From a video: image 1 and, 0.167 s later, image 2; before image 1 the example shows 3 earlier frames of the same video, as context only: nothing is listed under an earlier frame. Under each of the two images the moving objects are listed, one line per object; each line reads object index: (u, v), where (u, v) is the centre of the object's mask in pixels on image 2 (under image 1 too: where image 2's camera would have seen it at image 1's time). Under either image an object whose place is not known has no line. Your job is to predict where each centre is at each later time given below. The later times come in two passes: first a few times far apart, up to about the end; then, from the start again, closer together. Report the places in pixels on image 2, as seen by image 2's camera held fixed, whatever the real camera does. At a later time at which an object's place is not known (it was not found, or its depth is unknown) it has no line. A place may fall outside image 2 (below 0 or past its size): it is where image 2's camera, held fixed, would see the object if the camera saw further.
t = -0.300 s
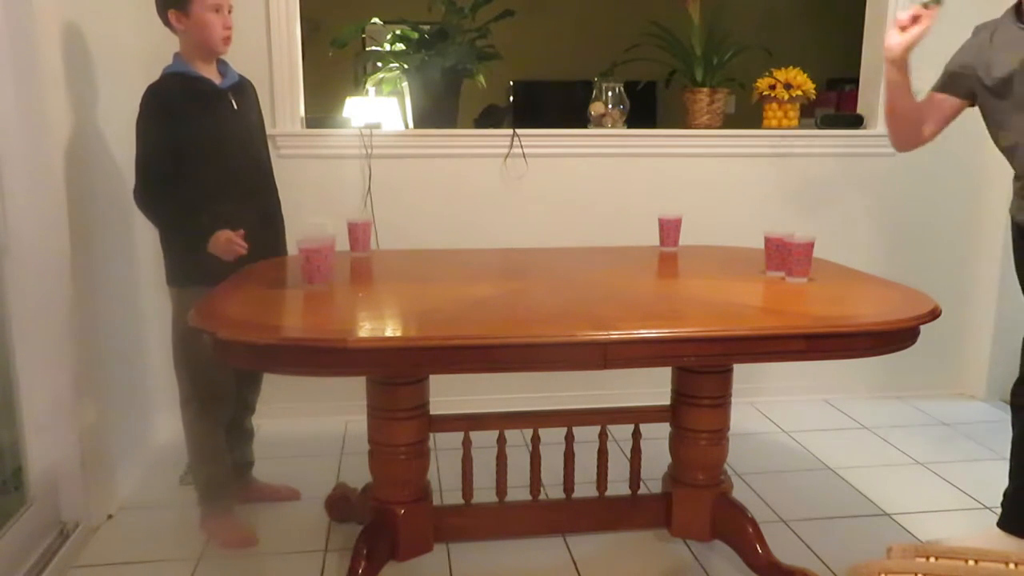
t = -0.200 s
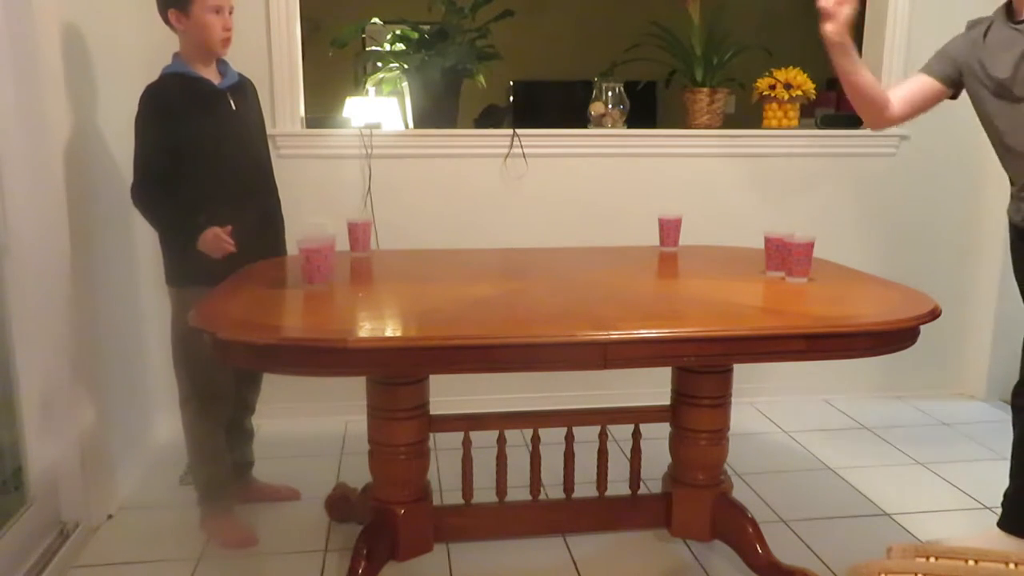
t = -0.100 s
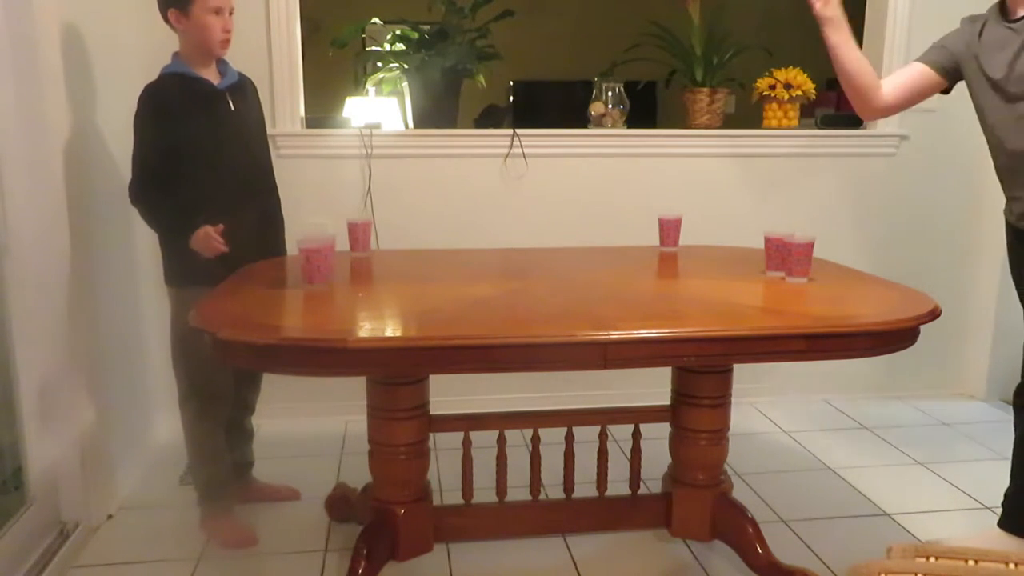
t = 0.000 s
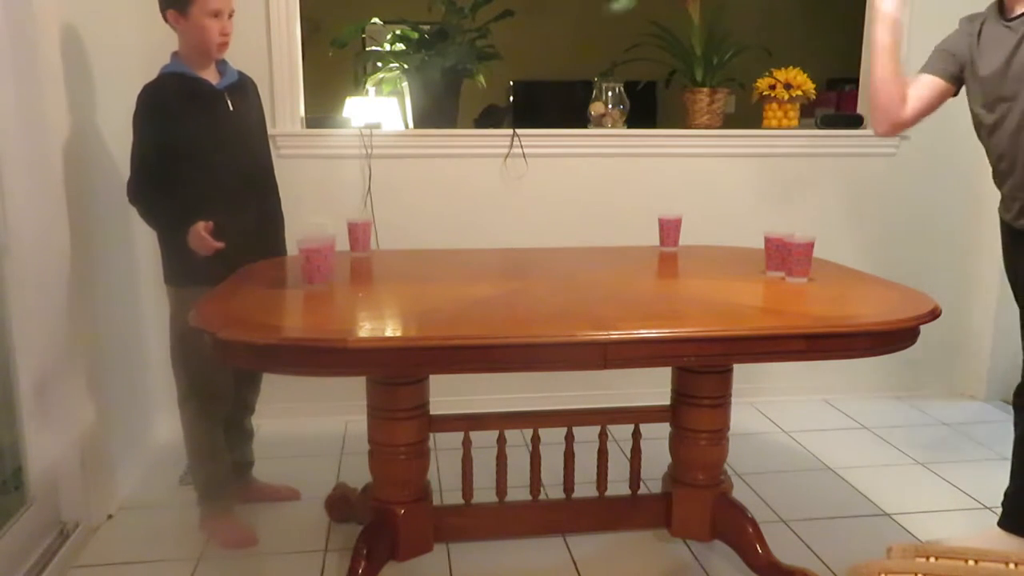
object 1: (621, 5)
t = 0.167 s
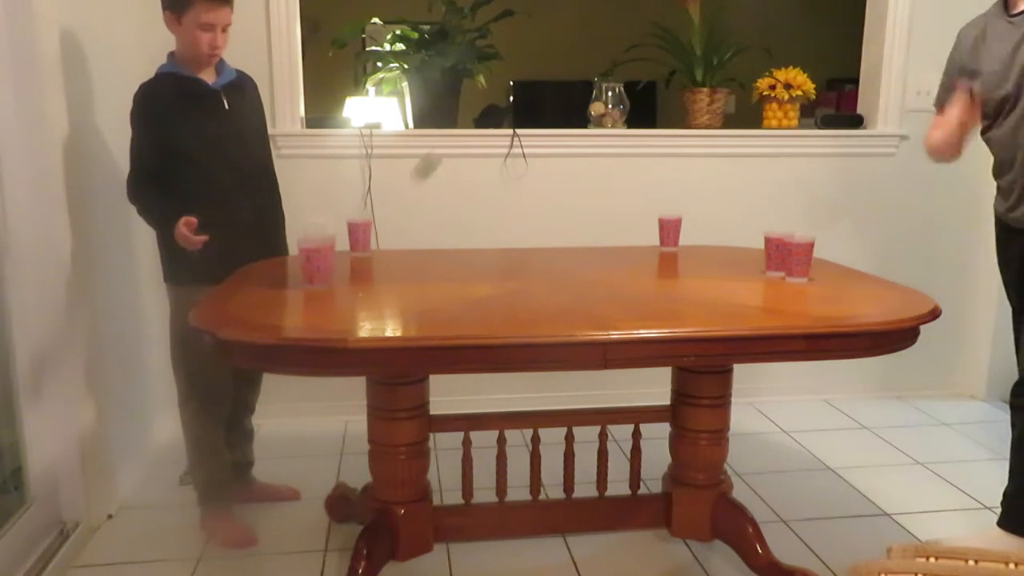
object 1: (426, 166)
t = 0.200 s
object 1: (387, 213)
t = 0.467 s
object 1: (447, 174)
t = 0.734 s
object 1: (557, 250)
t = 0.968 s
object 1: (557, 250)
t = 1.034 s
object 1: (558, 262)
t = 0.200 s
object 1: (387, 213)
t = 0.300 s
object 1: (366, 228)
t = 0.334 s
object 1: (382, 209)
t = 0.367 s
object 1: (399, 194)
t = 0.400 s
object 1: (415, 182)
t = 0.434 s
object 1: (431, 176)
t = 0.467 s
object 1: (447, 174)
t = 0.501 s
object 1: (464, 176)
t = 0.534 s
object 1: (480, 182)
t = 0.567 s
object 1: (497, 193)
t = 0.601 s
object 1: (513, 208)
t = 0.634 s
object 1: (528, 228)
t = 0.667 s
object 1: (545, 251)
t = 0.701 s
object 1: (557, 268)
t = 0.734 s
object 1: (557, 250)
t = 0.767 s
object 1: (557, 237)
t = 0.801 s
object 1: (557, 229)
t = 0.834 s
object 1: (557, 225)
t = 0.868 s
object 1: (557, 224)
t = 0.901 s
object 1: (557, 228)
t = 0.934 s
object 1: (557, 237)
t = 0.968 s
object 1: (557, 250)
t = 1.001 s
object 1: (556, 267)
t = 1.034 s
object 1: (558, 262)
